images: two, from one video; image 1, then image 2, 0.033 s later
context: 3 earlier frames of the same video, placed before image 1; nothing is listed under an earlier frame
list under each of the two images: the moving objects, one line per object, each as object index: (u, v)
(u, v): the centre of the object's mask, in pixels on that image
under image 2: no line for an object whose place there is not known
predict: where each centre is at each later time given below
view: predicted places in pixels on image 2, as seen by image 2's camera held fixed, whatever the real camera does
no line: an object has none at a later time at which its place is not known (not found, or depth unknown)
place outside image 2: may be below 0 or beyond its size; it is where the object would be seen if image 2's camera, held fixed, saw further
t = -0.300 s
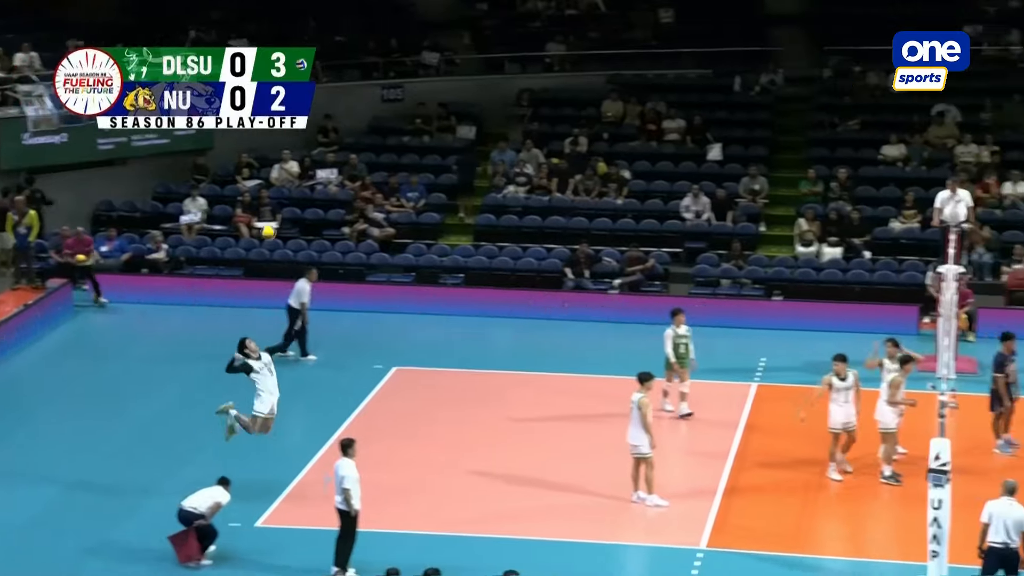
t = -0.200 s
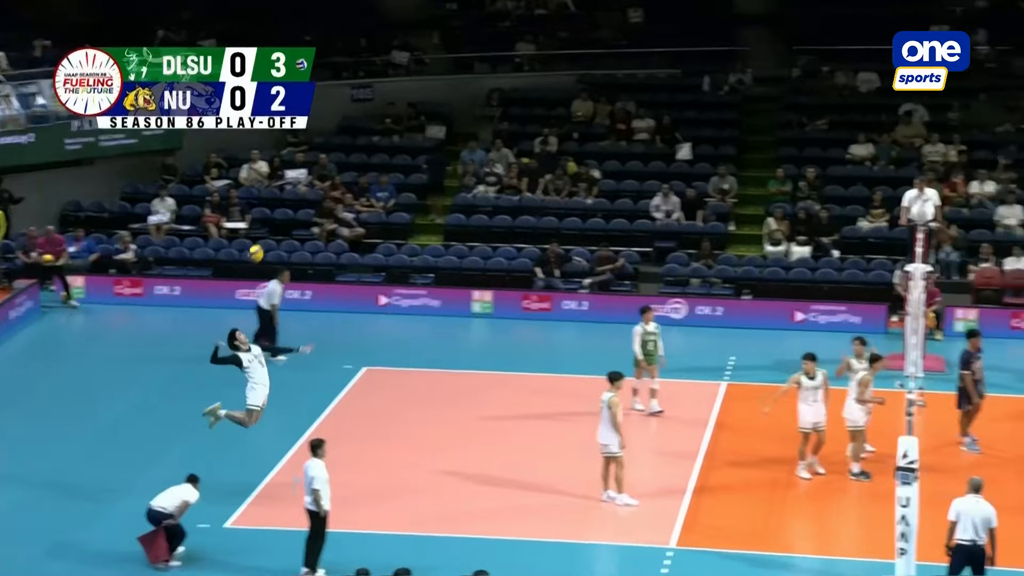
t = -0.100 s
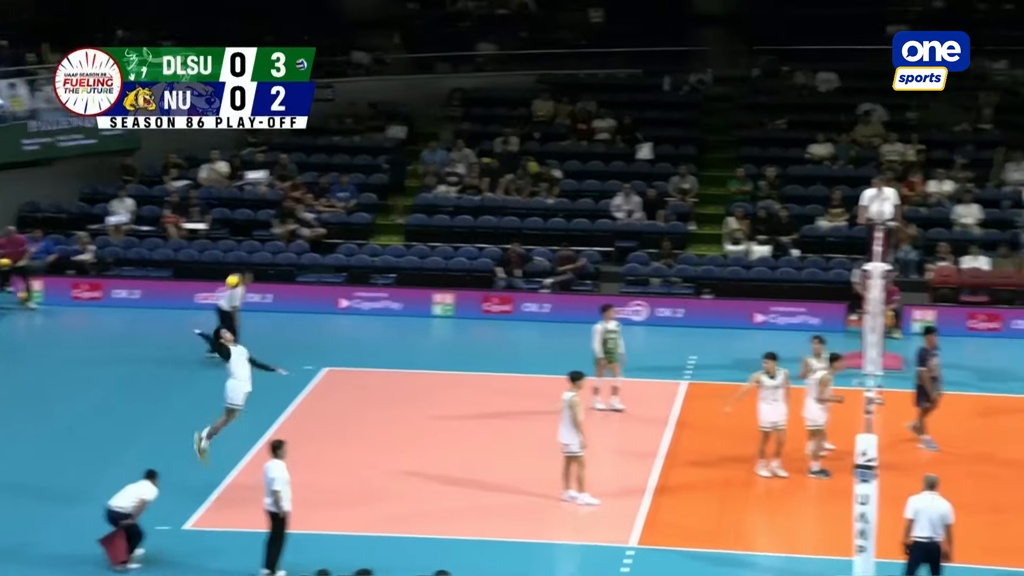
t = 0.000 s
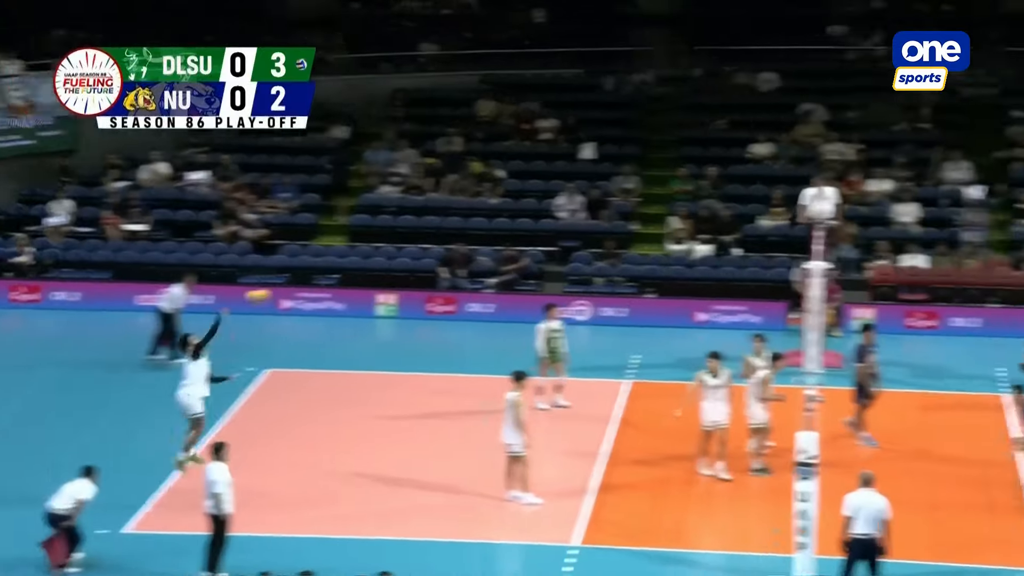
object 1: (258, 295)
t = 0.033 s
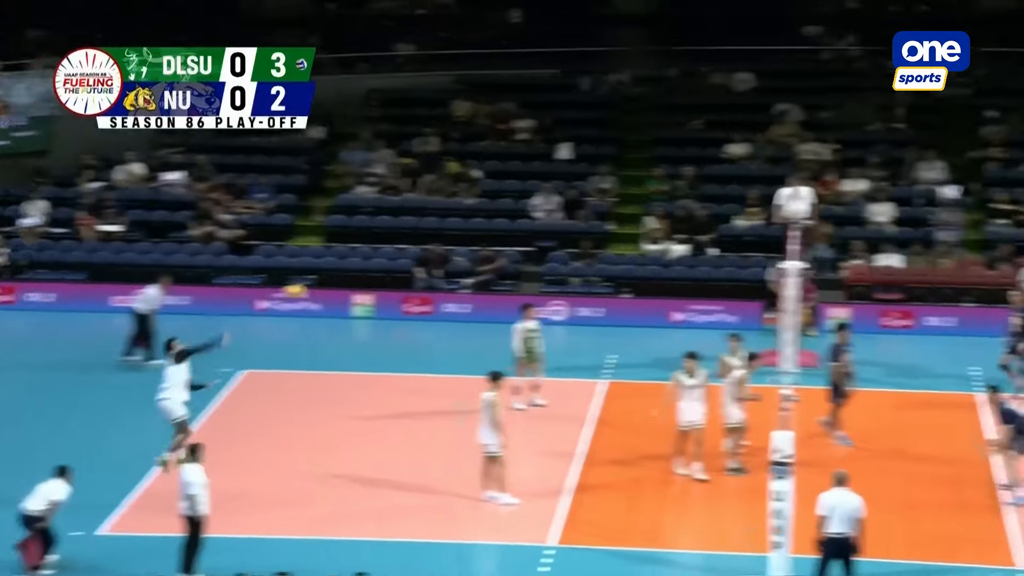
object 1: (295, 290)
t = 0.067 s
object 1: (354, 286)
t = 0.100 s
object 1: (409, 284)
